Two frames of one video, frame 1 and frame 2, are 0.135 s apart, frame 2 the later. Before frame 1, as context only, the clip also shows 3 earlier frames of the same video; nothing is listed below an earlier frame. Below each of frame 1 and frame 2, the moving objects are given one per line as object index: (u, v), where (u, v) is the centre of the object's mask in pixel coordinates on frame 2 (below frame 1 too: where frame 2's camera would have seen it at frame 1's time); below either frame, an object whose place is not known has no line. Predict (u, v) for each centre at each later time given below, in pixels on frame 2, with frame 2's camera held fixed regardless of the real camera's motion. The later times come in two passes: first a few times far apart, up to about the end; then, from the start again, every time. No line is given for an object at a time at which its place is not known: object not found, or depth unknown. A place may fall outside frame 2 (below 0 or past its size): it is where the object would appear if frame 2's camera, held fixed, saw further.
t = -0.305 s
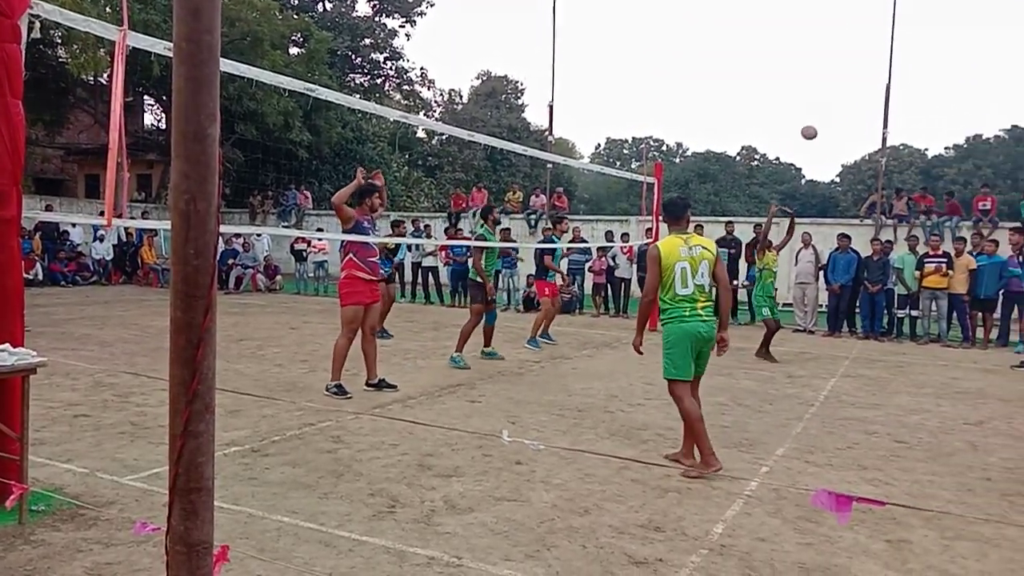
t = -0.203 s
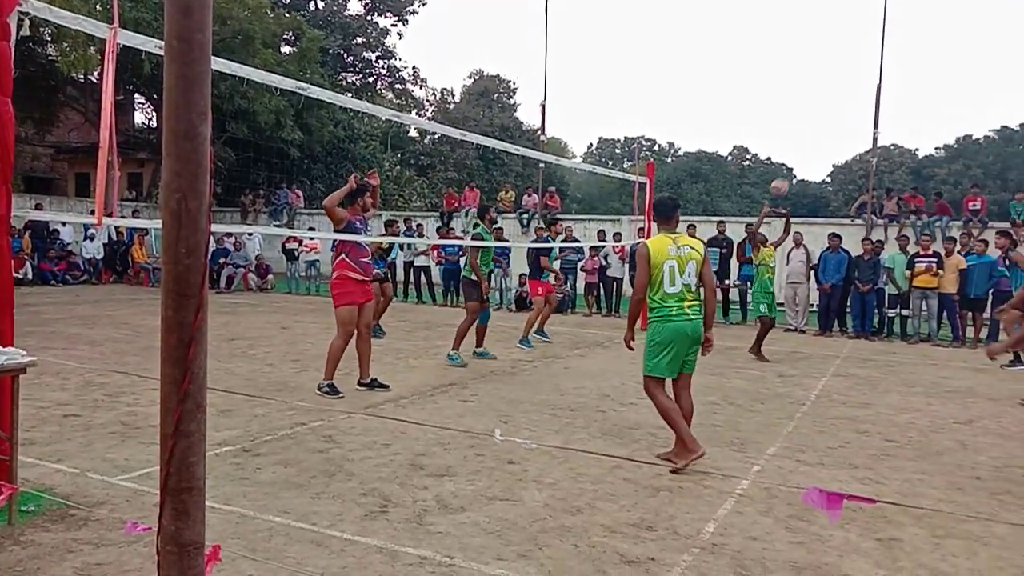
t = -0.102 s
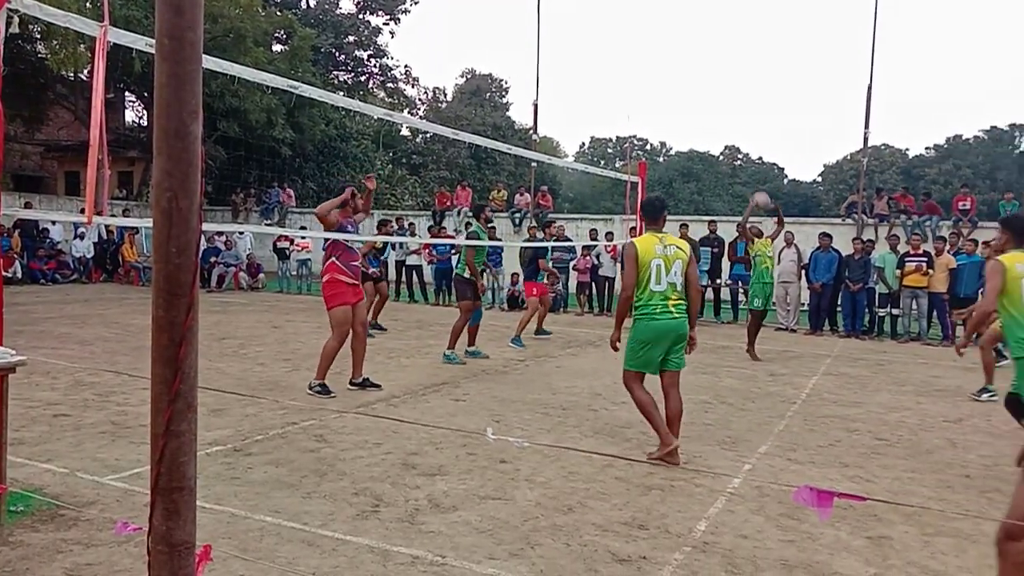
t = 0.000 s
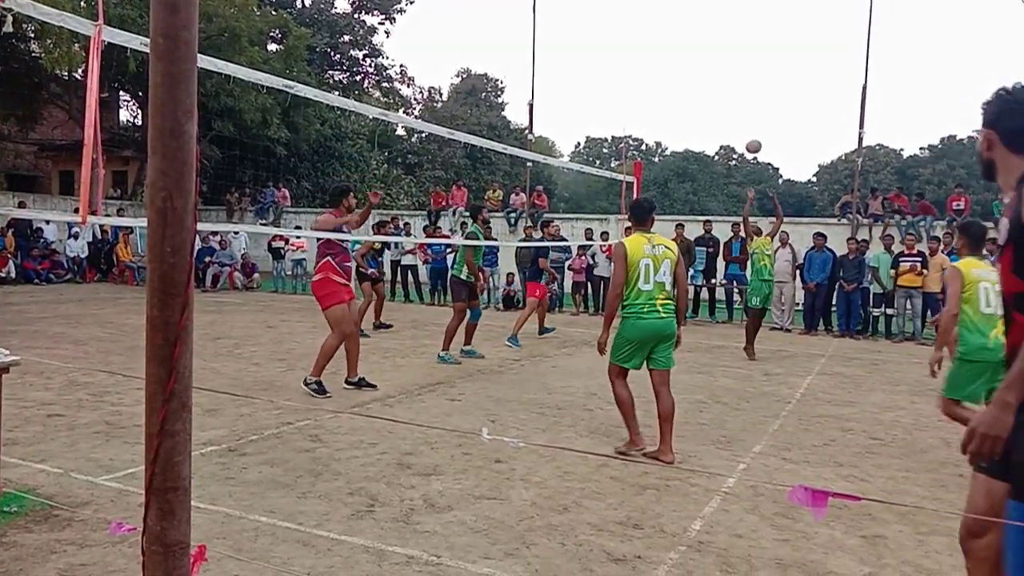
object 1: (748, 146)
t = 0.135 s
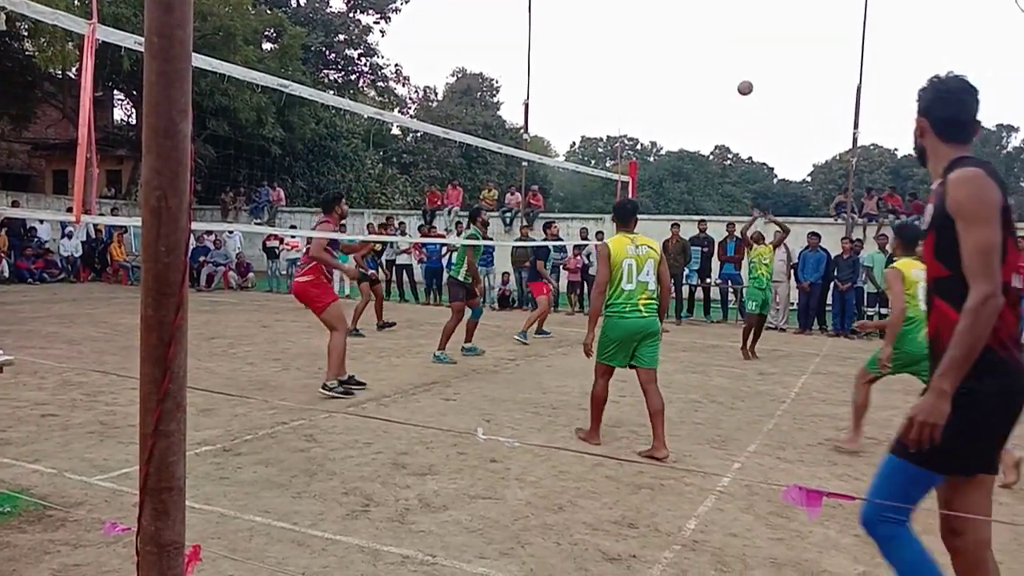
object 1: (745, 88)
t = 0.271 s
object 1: (740, 46)
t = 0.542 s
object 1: (728, 9)
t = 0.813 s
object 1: (713, 28)
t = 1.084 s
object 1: (697, 97)
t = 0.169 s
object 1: (744, 76)
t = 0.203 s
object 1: (742, 65)
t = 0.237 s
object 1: (741, 55)
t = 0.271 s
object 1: (740, 46)
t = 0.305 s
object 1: (738, 39)
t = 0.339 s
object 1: (737, 32)
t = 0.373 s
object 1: (735, 26)
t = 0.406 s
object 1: (734, 21)
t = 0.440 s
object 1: (732, 16)
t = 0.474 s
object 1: (731, 13)
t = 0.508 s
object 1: (729, 11)
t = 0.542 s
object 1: (728, 9)
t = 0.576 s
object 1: (726, 9)
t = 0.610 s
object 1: (724, 9)
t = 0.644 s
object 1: (722, 10)
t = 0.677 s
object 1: (721, 12)
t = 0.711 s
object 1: (719, 15)
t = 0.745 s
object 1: (717, 18)
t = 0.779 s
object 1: (715, 23)
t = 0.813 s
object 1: (713, 28)
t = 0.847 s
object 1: (711, 34)
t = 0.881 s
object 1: (709, 41)
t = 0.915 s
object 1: (707, 48)
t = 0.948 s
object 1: (706, 57)
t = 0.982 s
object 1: (704, 66)
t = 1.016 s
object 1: (701, 76)
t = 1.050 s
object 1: (699, 86)
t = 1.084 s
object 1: (697, 97)
